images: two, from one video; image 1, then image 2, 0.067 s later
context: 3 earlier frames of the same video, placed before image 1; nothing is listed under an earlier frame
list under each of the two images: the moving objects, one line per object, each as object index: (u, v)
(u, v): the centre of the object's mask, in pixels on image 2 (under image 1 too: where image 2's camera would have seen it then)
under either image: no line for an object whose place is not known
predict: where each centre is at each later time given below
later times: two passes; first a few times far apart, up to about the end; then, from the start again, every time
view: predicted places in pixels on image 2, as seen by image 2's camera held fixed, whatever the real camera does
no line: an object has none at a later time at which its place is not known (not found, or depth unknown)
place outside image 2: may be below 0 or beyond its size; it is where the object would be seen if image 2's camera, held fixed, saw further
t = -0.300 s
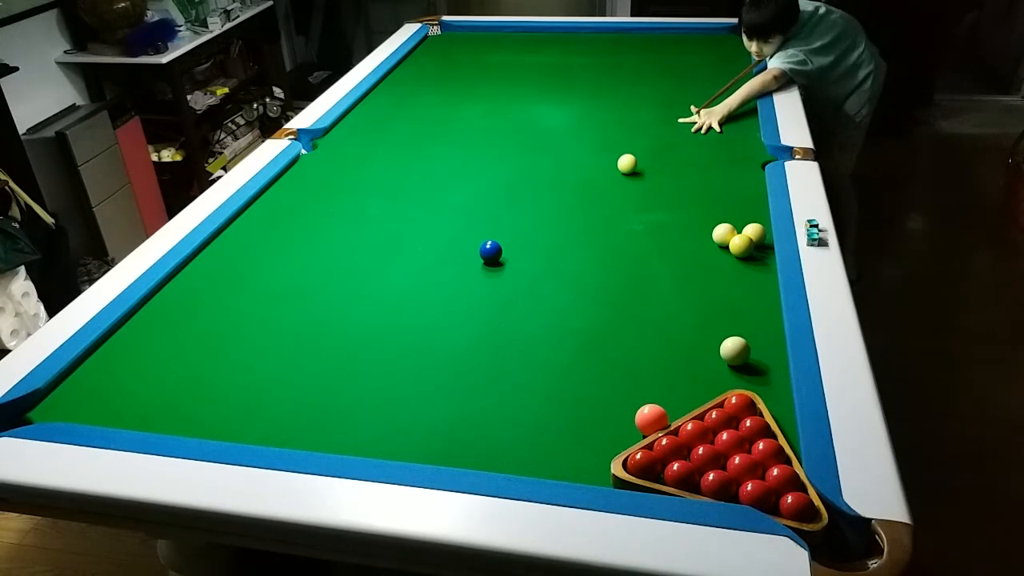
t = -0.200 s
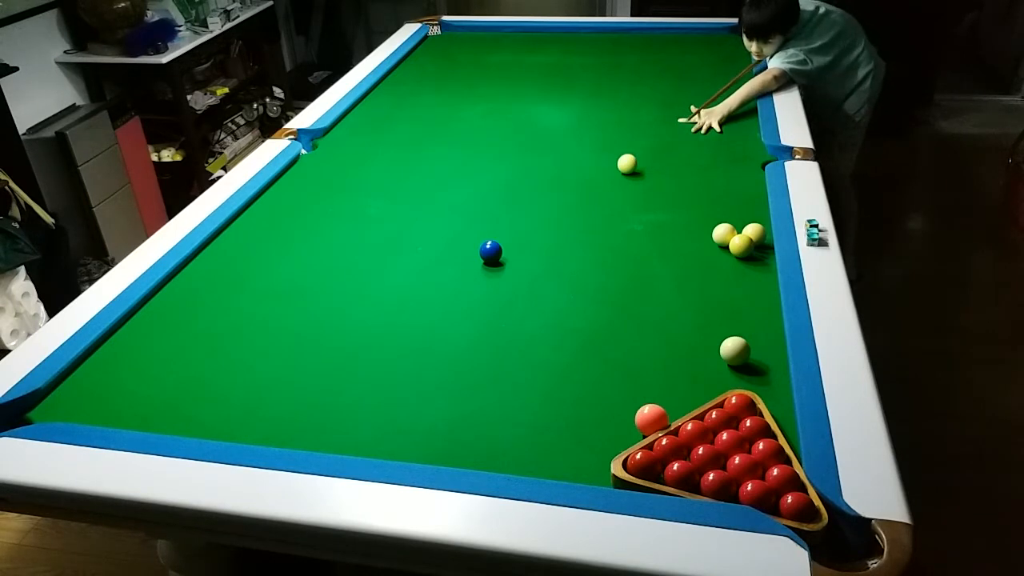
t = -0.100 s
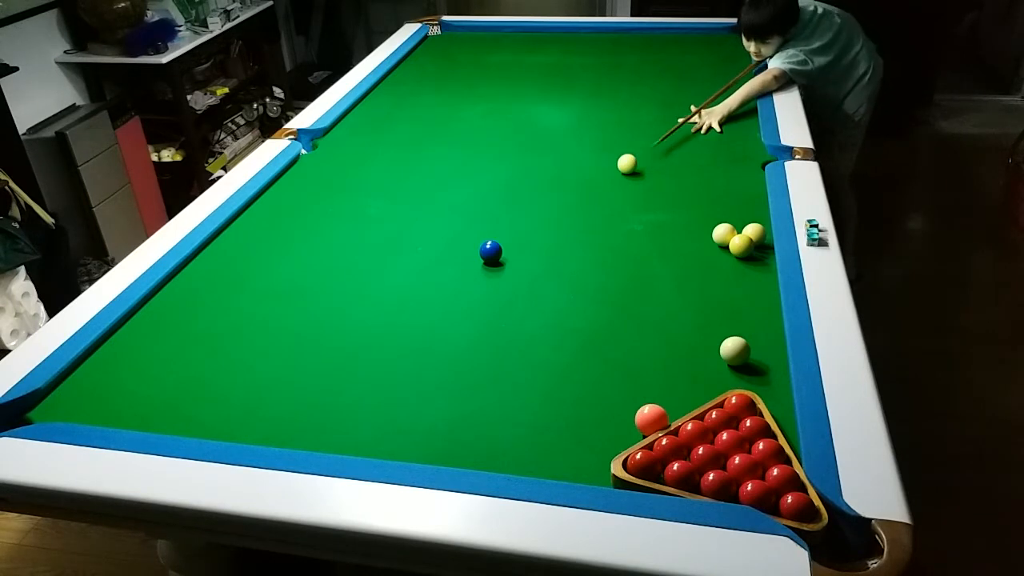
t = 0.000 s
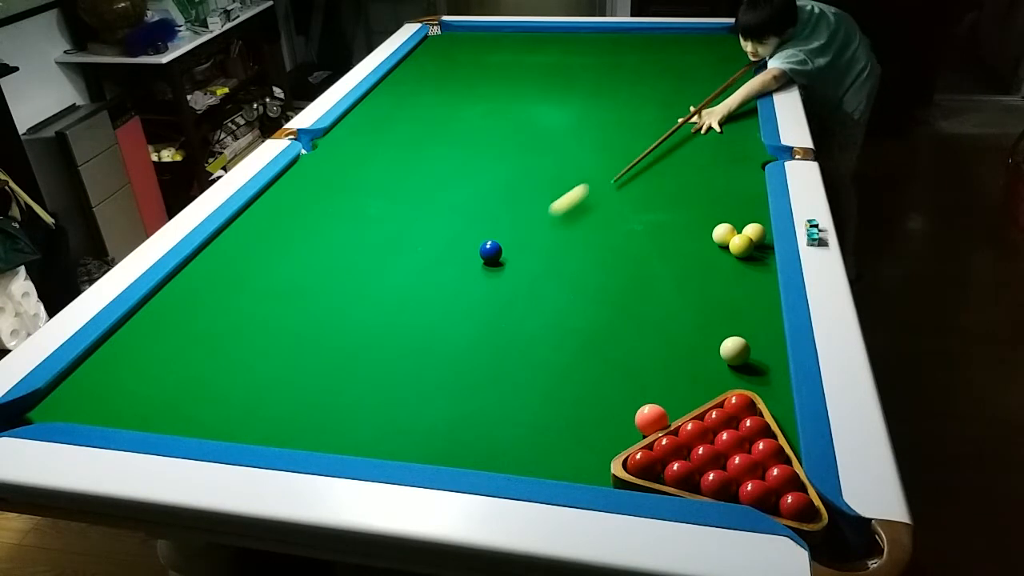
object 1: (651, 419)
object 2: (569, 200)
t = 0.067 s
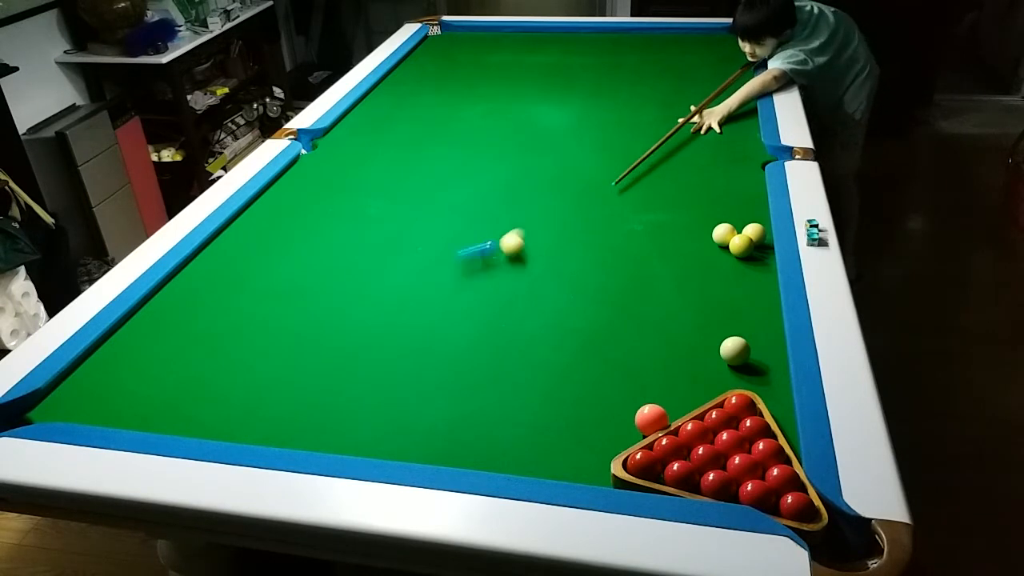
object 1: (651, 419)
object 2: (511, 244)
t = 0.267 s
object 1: (651, 419)
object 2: (554, 303)
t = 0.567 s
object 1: (653, 418)
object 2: (618, 416)
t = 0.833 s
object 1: (657, 403)
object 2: (571, 469)
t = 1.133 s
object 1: (659, 389)
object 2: (561, 448)
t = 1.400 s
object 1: (660, 377)
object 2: (556, 426)
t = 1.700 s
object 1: (660, 367)
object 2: (552, 404)
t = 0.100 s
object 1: (651, 419)
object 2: (519, 253)
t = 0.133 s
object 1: (651, 419)
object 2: (527, 263)
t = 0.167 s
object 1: (651, 419)
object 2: (535, 273)
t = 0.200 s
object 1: (651, 419)
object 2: (541, 283)
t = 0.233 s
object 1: (651, 419)
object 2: (548, 293)
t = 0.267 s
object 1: (651, 419)
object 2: (554, 303)
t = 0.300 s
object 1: (651, 419)
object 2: (561, 314)
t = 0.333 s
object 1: (651, 419)
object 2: (568, 325)
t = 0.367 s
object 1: (651, 419)
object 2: (575, 337)
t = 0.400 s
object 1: (651, 419)
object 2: (583, 349)
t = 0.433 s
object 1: (651, 419)
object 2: (591, 362)
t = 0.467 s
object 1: (651, 419)
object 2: (600, 376)
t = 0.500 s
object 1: (651, 419)
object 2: (610, 391)
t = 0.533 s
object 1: (651, 419)
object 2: (619, 405)
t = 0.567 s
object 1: (653, 418)
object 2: (618, 416)
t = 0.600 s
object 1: (653, 416)
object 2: (614, 426)
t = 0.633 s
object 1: (654, 414)
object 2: (612, 437)
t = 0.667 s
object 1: (655, 413)
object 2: (607, 445)
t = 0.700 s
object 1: (655, 411)
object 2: (600, 450)
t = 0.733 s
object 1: (656, 409)
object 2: (593, 456)
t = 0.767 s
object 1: (656, 407)
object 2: (586, 462)
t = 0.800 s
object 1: (657, 405)
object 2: (579, 466)
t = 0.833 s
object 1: (657, 403)
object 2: (571, 469)
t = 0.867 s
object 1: (657, 402)
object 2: (567, 470)
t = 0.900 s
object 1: (657, 400)
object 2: (567, 468)
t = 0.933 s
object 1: (657, 398)
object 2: (566, 466)
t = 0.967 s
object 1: (658, 396)
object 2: (565, 464)
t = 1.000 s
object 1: (658, 395)
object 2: (564, 461)
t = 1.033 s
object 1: (658, 393)
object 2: (563, 457)
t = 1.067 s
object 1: (658, 392)
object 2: (562, 454)
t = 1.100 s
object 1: (658, 390)
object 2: (561, 451)
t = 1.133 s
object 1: (659, 389)
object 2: (561, 448)
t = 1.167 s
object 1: (659, 387)
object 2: (560, 445)
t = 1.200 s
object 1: (659, 386)
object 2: (559, 442)
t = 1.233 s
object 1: (659, 384)
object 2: (559, 439)
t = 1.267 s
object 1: (659, 383)
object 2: (558, 436)
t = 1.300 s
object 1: (660, 381)
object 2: (557, 434)
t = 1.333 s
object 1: (660, 380)
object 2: (557, 431)
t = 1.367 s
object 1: (660, 379)
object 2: (556, 428)
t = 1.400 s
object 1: (660, 377)
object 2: (556, 426)
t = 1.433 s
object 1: (660, 376)
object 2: (555, 423)
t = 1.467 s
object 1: (660, 375)
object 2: (554, 420)
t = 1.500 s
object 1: (661, 374)
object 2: (554, 418)
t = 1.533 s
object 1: (661, 372)
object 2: (553, 415)
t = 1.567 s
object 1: (660, 371)
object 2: (553, 413)
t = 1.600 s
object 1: (660, 370)
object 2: (553, 411)
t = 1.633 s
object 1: (660, 369)
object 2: (552, 409)
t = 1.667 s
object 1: (660, 368)
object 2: (552, 407)
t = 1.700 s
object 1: (660, 367)
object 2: (552, 404)
